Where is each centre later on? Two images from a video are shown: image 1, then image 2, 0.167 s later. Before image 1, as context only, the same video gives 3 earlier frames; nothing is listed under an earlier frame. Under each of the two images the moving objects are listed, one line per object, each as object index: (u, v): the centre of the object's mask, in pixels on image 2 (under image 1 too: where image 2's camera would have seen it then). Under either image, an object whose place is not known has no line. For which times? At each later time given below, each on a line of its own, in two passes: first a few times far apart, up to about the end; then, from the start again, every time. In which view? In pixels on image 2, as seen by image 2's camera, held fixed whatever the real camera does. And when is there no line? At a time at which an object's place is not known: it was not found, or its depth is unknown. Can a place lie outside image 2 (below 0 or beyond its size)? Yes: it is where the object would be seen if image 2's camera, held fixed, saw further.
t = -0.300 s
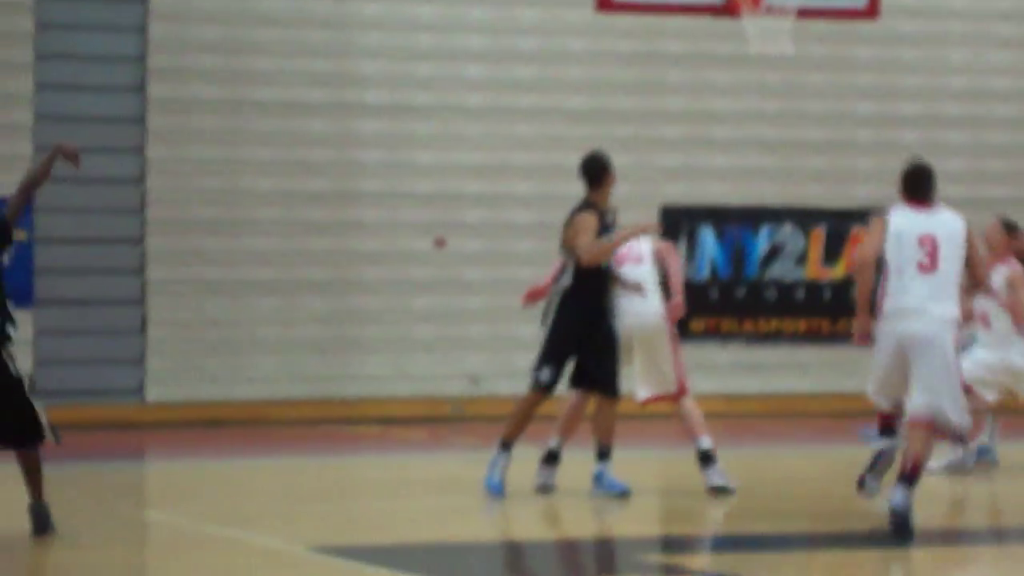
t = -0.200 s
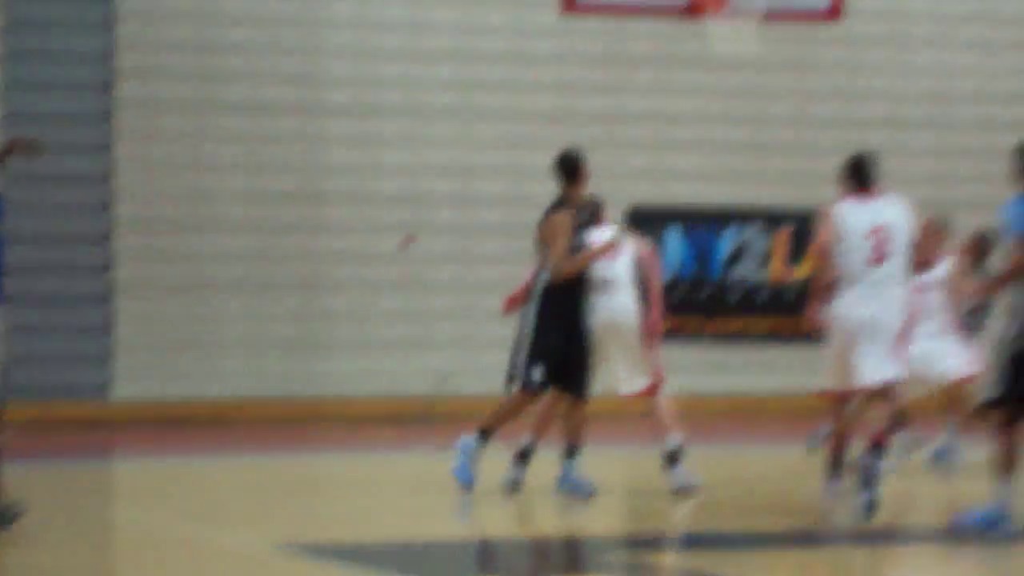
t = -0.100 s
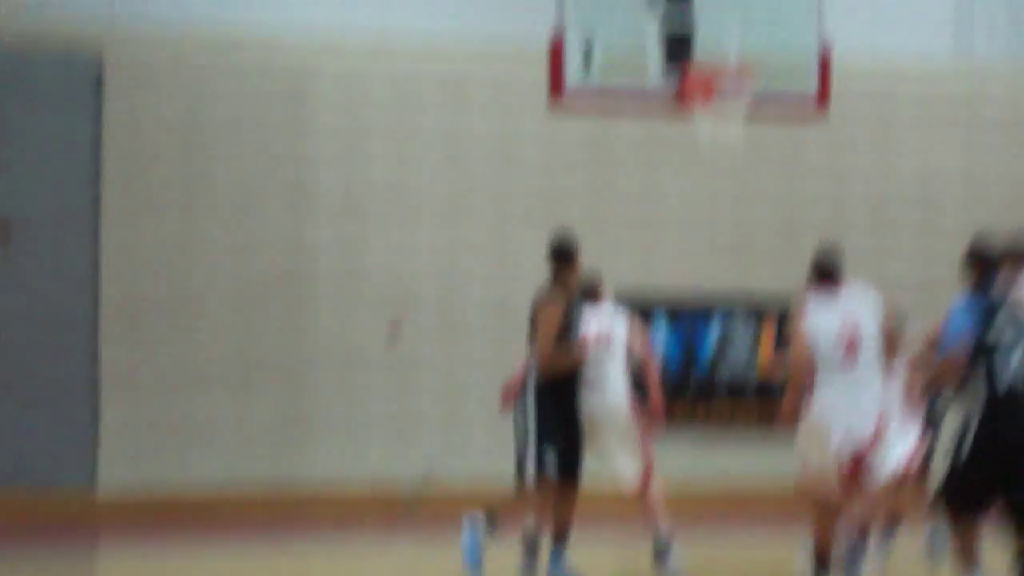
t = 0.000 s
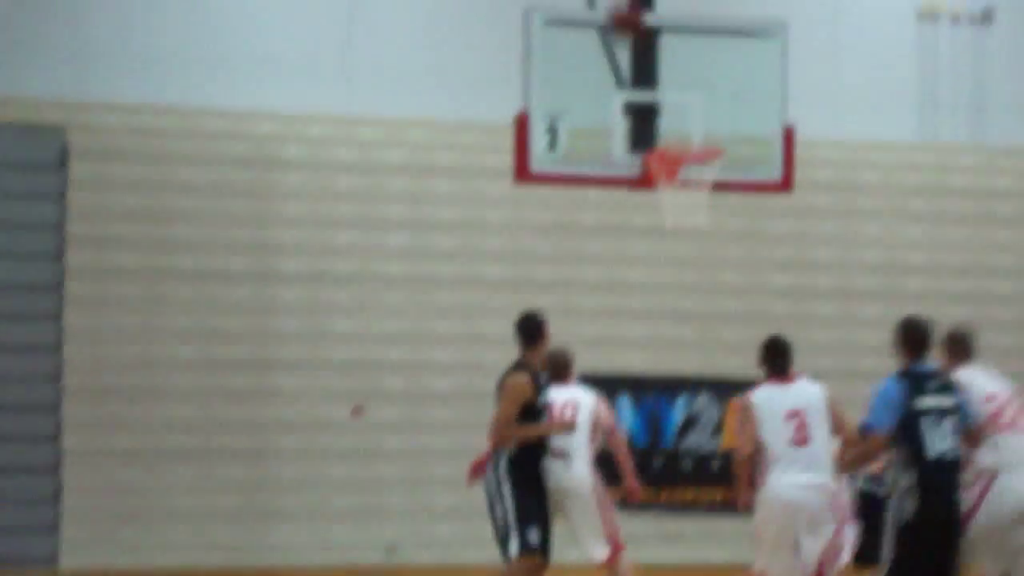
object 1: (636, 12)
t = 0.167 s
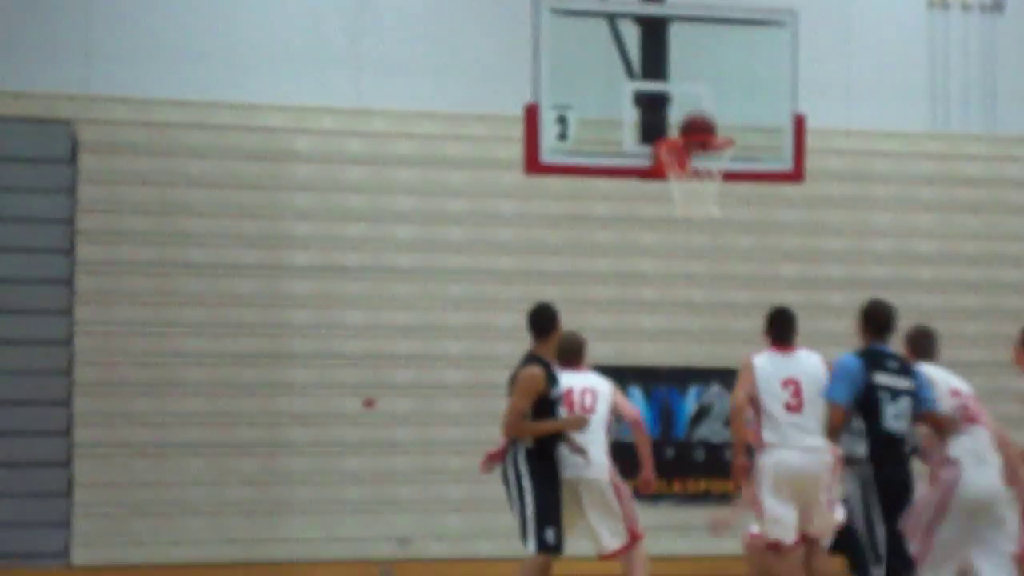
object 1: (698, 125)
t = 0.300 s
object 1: (707, 92)
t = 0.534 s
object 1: (724, 91)
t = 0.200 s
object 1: (700, 118)
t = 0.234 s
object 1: (702, 108)
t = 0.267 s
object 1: (705, 99)
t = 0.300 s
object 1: (707, 92)
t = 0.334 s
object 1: (709, 87)
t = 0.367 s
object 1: (712, 82)
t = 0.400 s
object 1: (714, 80)
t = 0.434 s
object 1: (717, 80)
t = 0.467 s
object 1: (719, 82)
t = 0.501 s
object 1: (721, 85)
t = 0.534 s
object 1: (724, 91)
